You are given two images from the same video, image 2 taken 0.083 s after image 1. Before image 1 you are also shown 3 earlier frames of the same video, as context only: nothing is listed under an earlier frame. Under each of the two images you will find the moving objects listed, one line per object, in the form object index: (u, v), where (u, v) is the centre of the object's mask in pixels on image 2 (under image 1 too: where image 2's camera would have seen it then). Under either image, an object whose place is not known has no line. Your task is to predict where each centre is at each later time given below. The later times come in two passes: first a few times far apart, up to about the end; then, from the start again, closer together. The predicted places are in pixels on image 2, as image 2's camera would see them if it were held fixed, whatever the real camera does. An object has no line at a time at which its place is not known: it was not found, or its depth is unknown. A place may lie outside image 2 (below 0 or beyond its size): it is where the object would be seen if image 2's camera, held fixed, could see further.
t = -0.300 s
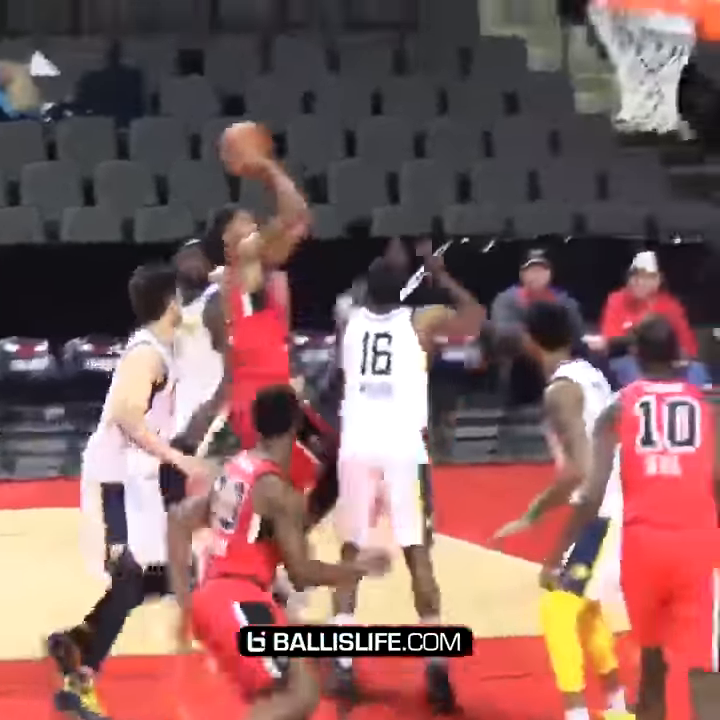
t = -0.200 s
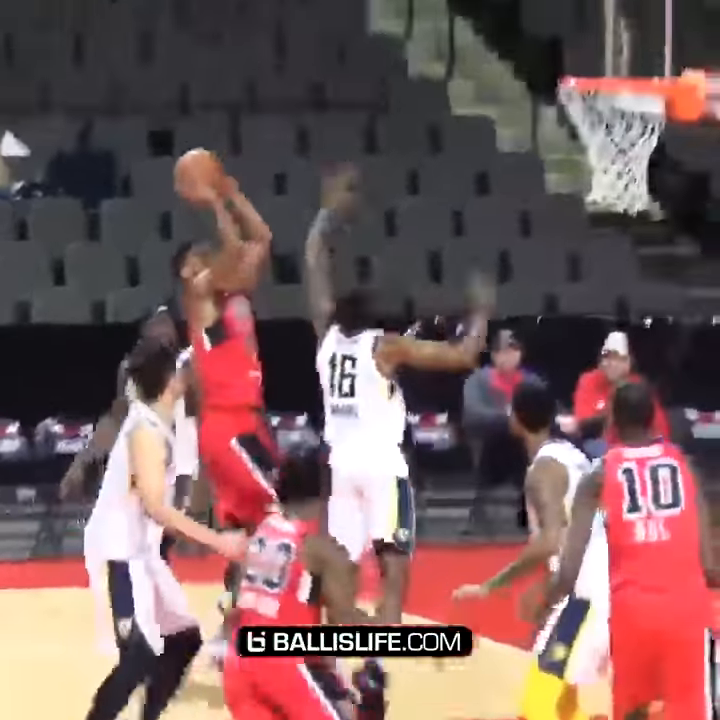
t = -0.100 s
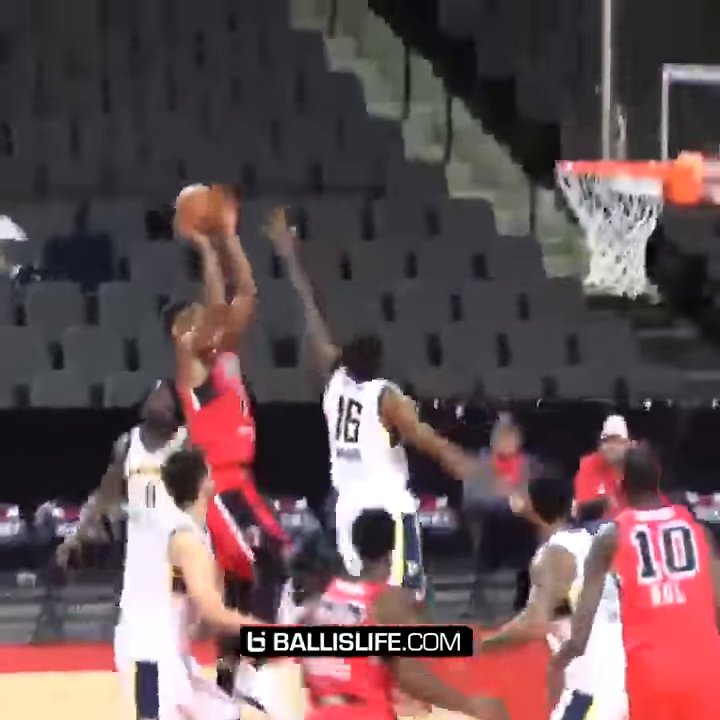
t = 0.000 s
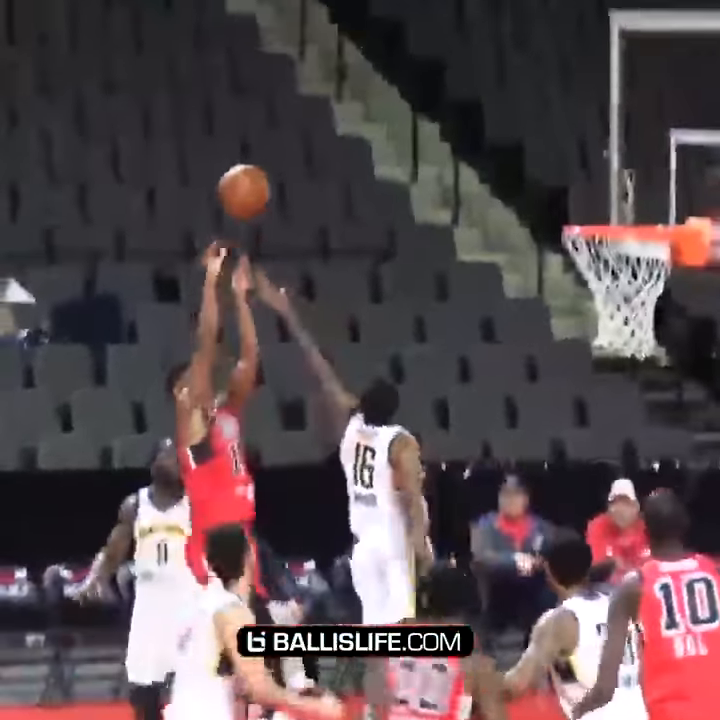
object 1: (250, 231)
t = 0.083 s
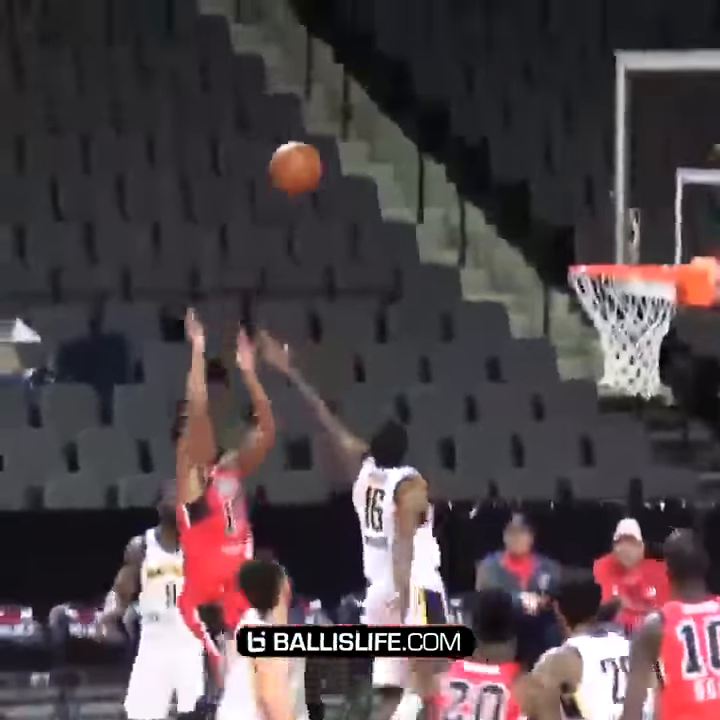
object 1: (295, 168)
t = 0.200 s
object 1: (362, 104)
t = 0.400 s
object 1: (474, 60)
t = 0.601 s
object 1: (588, 103)
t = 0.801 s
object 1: (656, 220)
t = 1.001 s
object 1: (623, 341)
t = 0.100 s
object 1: (305, 158)
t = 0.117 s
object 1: (314, 148)
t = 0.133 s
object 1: (323, 138)
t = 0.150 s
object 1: (331, 128)
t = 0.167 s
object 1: (342, 118)
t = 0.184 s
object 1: (352, 111)
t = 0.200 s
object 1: (362, 104)
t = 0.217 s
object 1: (371, 97)
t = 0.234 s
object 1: (380, 91)
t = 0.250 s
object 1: (389, 85)
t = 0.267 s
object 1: (399, 80)
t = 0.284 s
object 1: (408, 75)
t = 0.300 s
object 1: (417, 71)
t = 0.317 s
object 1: (427, 68)
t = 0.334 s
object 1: (436, 66)
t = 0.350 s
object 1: (445, 63)
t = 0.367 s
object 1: (454, 62)
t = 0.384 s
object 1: (464, 61)
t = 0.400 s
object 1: (474, 60)
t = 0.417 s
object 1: (483, 61)
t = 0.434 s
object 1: (492, 61)
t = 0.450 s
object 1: (502, 63)
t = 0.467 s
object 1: (511, 65)
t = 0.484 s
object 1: (521, 67)
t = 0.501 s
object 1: (531, 70)
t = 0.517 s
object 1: (540, 74)
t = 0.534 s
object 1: (550, 78)
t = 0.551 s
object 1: (560, 84)
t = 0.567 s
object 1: (569, 89)
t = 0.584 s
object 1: (578, 96)
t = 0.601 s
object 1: (588, 103)
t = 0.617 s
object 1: (597, 111)
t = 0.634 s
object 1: (607, 118)
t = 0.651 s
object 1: (617, 127)
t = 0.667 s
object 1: (628, 137)
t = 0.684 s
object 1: (638, 148)
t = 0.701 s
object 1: (649, 160)
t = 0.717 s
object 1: (658, 171)
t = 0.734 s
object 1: (661, 182)
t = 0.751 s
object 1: (660, 190)
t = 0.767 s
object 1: (659, 199)
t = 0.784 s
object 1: (657, 209)
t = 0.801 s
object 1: (656, 220)
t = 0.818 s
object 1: (654, 231)
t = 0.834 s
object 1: (653, 241)
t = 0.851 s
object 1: (650, 247)
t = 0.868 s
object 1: (648, 251)
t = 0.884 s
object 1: (645, 257)
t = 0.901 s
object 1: (637, 282)
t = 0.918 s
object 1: (636, 299)
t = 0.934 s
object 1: (635, 309)
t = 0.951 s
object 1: (632, 321)
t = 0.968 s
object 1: (629, 330)
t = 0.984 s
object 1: (627, 337)
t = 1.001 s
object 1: (623, 341)
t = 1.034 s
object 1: (615, 358)
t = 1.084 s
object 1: (603, 377)
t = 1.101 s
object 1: (600, 384)
